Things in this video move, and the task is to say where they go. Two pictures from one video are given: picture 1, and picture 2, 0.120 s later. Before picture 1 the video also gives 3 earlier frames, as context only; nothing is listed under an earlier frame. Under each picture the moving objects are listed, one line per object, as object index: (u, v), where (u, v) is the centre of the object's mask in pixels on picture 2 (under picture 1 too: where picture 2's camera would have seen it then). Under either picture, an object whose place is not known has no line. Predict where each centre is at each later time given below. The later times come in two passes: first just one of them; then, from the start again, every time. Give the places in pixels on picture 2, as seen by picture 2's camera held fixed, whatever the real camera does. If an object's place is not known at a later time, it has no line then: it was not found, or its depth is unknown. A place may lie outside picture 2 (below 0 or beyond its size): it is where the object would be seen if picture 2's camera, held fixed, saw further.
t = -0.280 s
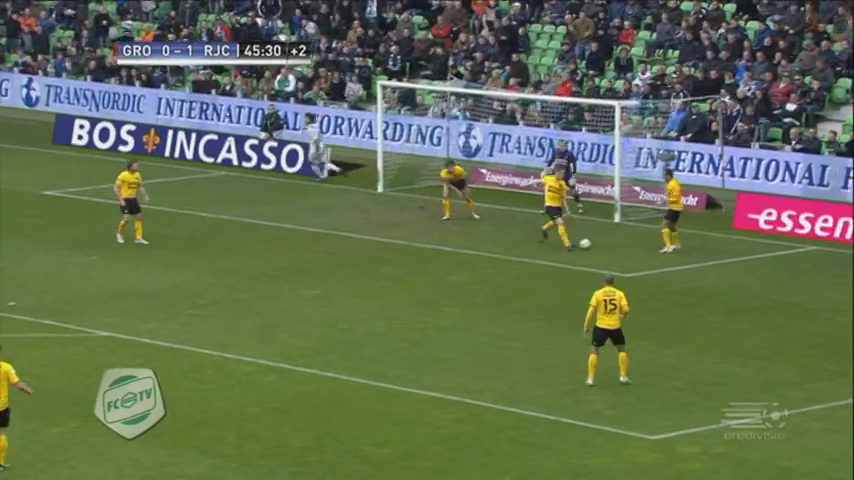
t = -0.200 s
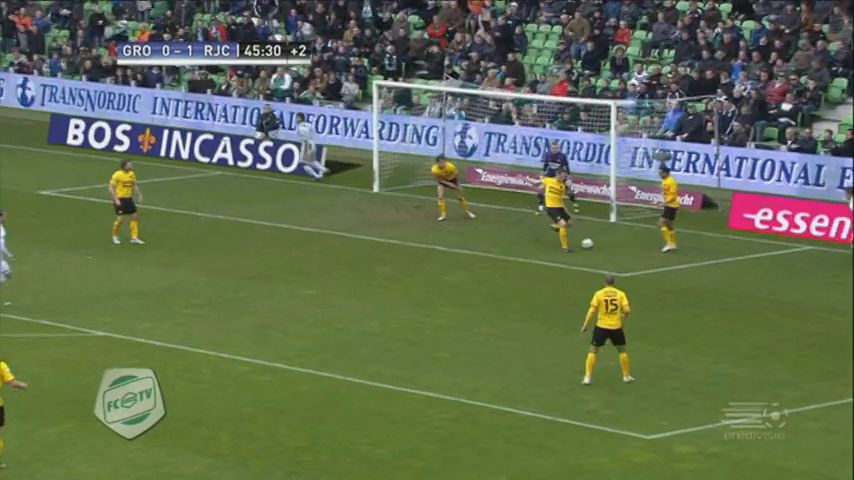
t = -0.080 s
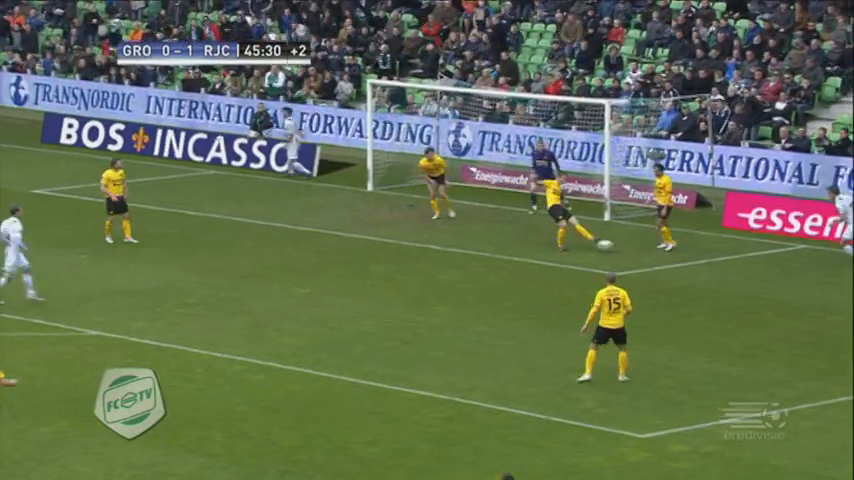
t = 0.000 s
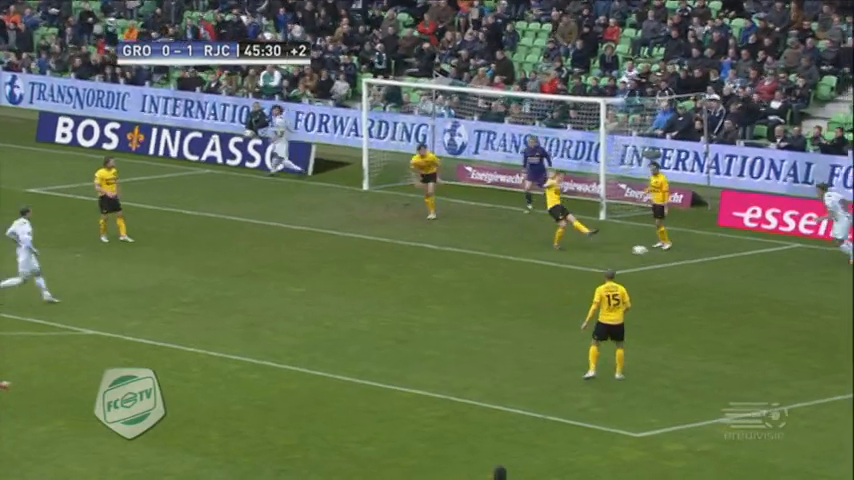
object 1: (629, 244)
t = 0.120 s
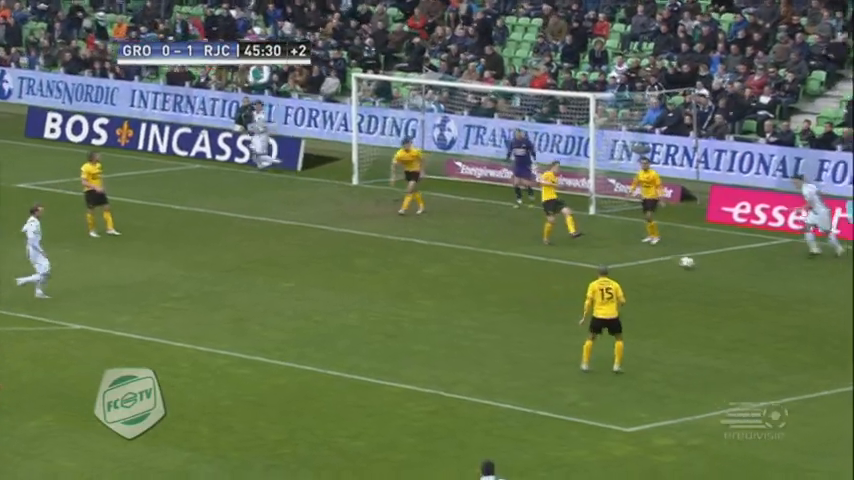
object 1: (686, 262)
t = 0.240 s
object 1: (738, 269)
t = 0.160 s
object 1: (703, 266)
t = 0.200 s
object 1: (721, 267)
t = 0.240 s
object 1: (738, 269)
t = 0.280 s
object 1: (754, 273)
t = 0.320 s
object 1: (770, 277)
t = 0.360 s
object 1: (787, 283)
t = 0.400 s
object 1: (804, 289)
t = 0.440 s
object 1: (819, 297)
